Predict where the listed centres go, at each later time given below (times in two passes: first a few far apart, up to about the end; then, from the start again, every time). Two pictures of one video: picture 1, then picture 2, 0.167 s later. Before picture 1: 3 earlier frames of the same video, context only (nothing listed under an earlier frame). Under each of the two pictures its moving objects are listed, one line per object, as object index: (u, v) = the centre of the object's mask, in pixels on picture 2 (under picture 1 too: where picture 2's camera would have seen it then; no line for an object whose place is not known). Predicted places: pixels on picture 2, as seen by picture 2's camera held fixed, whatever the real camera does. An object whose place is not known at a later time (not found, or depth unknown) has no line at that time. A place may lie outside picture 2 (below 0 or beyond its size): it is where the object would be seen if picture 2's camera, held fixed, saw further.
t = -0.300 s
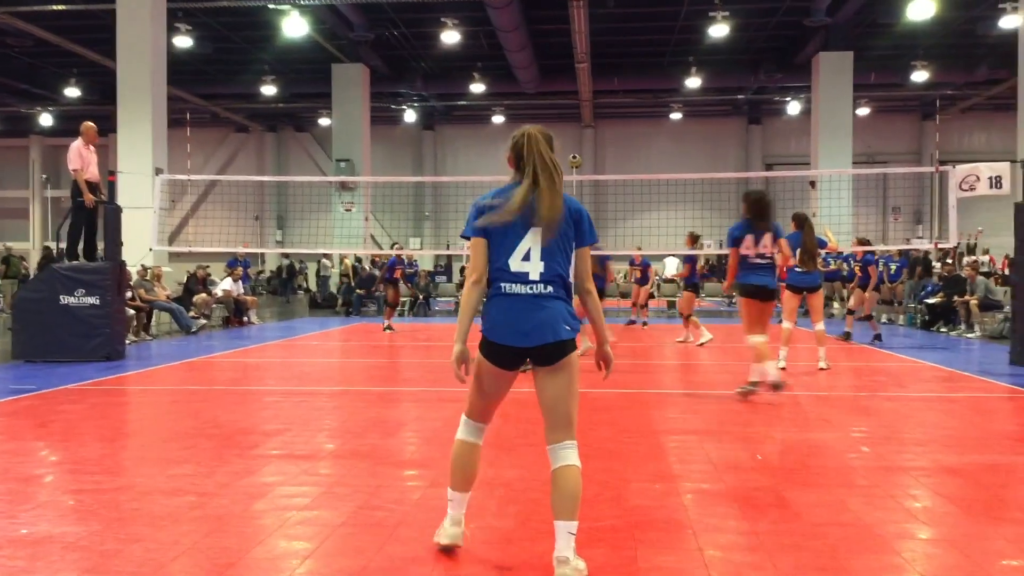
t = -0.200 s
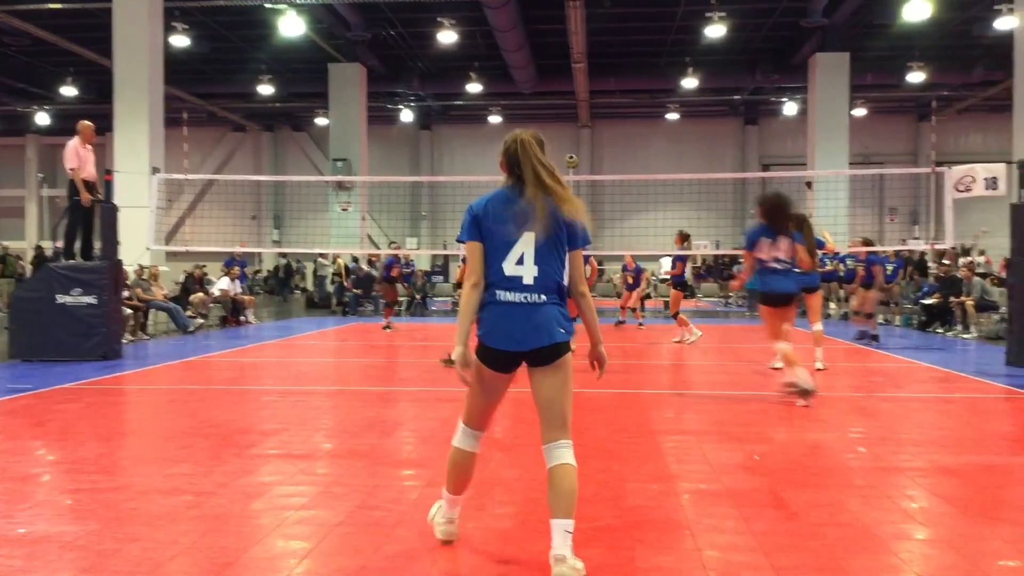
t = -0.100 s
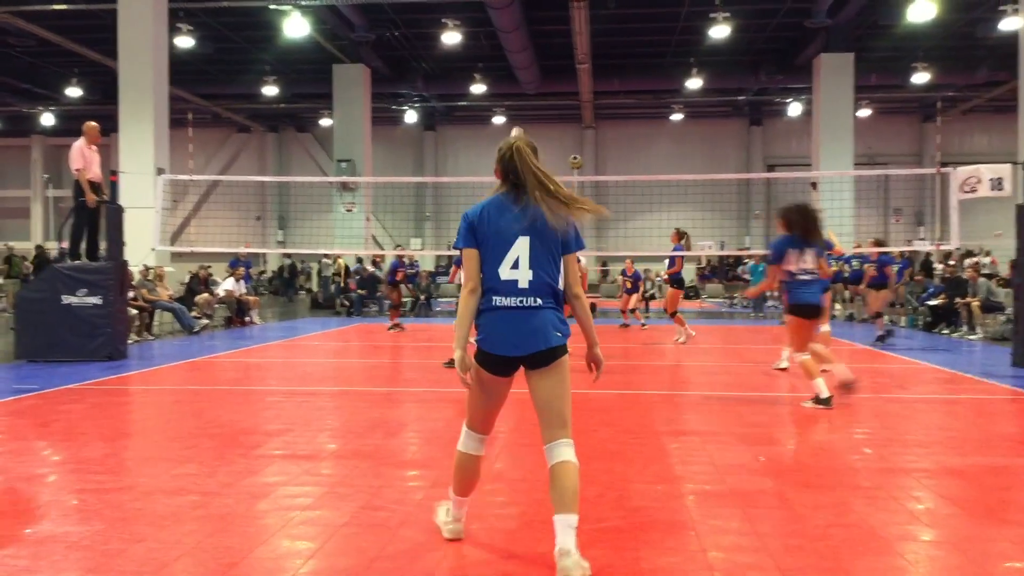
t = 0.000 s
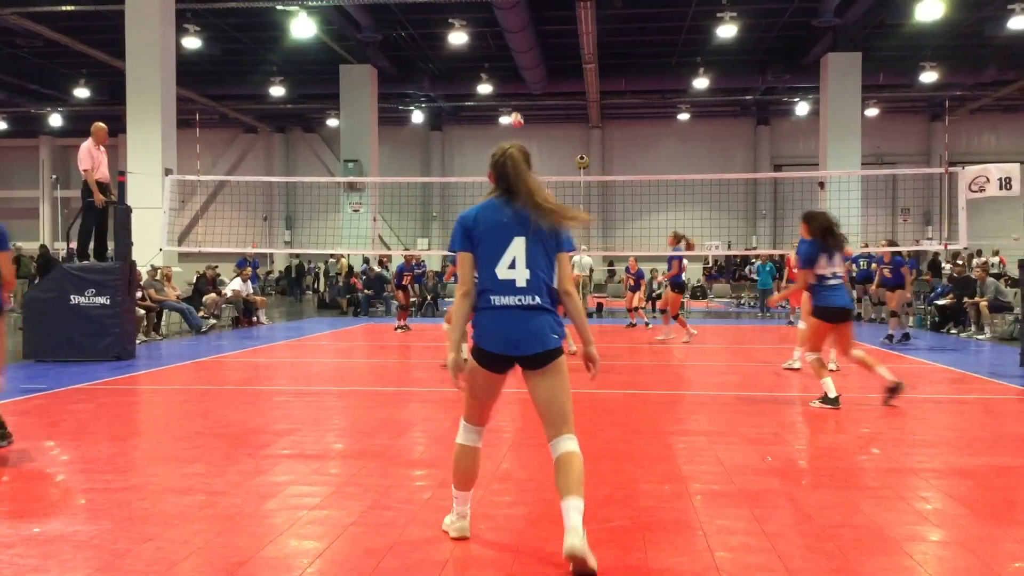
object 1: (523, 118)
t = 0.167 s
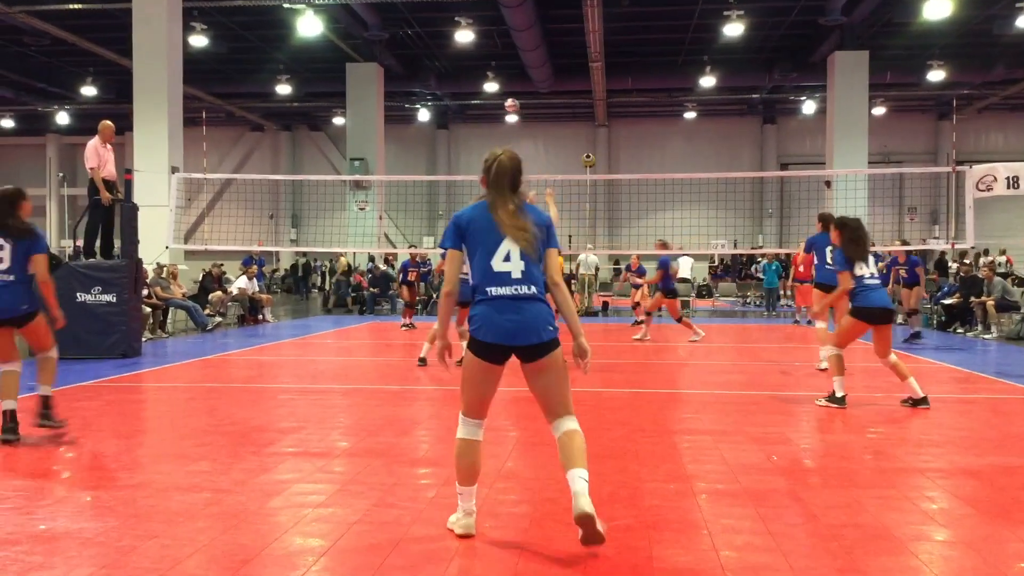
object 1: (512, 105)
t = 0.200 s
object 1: (509, 105)
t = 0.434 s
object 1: (492, 121)
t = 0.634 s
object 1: (476, 166)
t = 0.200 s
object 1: (509, 105)
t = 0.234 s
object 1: (507, 105)
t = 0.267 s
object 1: (505, 105)
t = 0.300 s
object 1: (503, 107)
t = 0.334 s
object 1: (499, 110)
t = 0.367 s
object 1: (497, 113)
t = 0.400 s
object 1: (494, 117)
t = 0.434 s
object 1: (492, 121)
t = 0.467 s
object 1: (489, 127)
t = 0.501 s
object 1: (486, 133)
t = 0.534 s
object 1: (484, 140)
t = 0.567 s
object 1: (481, 147)
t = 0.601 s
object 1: (478, 157)
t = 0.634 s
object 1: (476, 166)
